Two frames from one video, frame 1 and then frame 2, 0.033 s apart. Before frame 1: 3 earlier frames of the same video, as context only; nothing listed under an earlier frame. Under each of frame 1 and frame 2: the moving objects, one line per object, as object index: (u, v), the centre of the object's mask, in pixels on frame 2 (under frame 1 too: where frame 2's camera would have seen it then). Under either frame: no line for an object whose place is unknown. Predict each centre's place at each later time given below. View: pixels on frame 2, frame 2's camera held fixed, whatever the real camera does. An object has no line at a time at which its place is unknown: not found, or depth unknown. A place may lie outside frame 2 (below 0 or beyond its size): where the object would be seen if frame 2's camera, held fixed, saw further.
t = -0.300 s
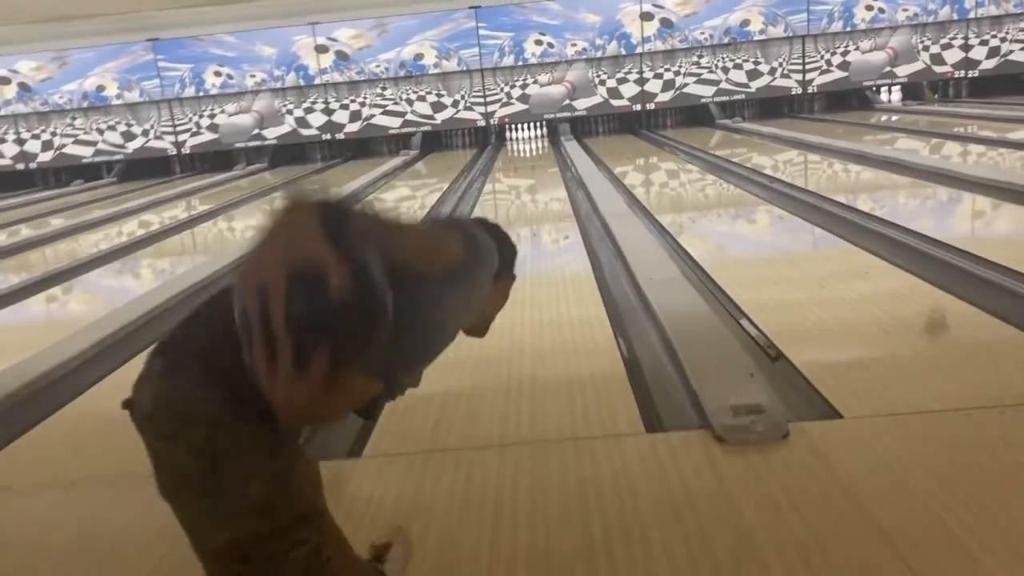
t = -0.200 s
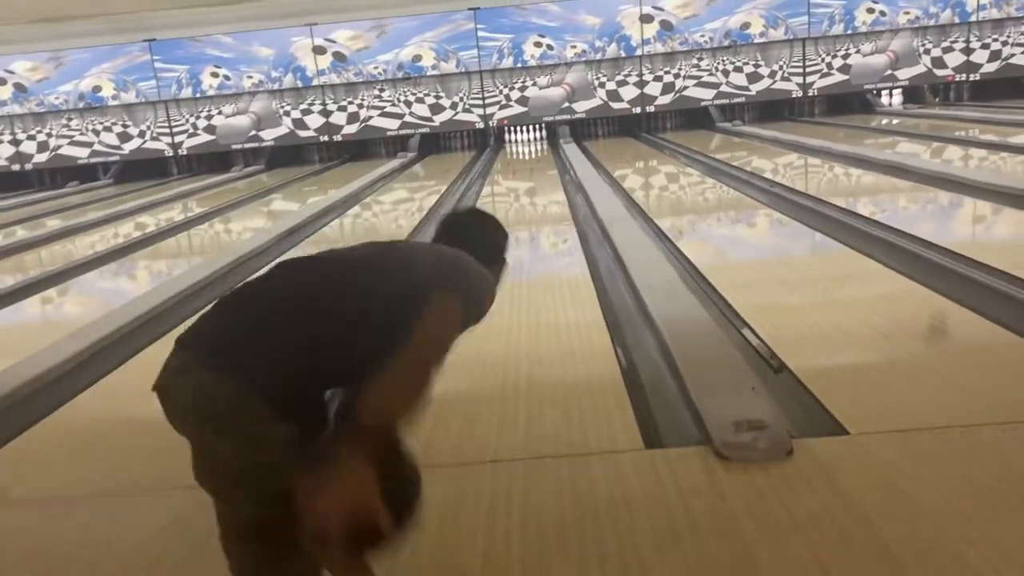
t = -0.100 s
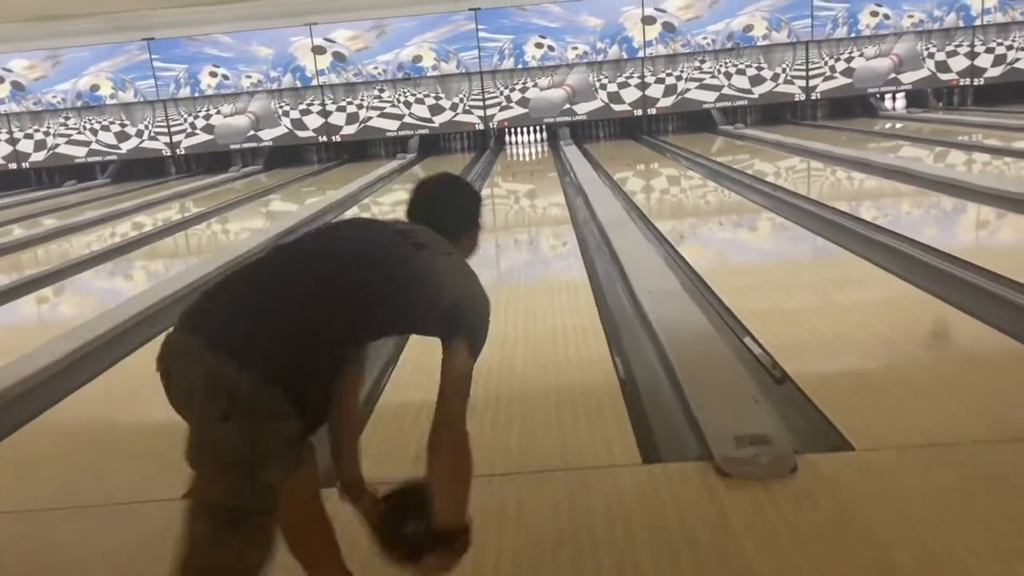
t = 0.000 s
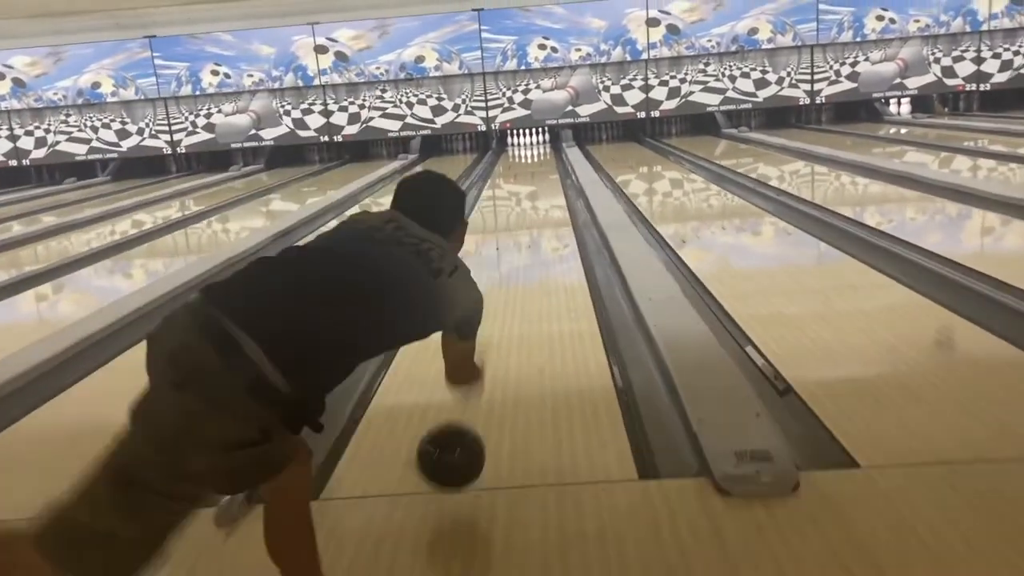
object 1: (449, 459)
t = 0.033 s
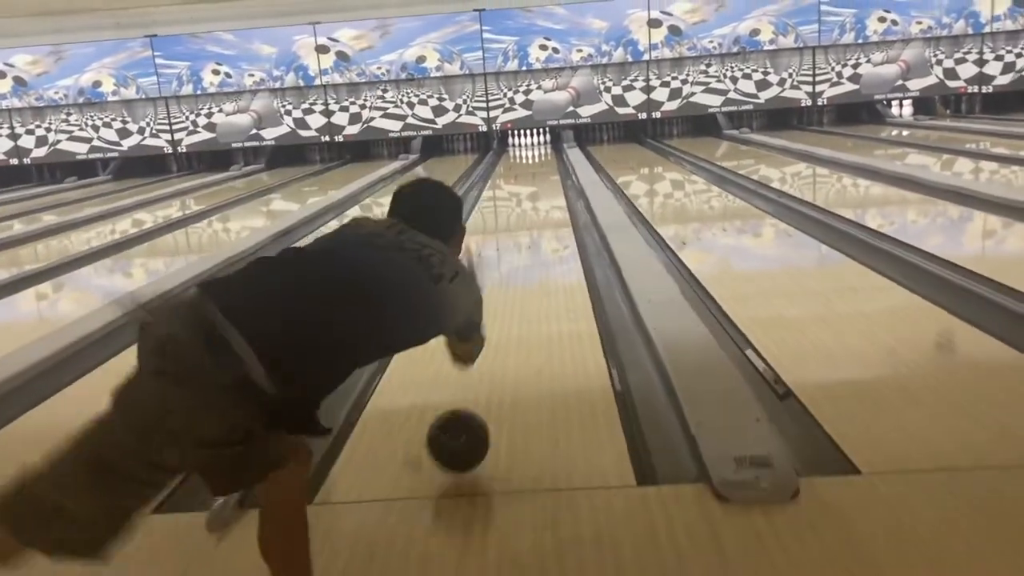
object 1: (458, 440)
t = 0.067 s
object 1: (466, 417)
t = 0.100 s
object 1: (473, 392)
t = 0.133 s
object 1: (479, 374)
